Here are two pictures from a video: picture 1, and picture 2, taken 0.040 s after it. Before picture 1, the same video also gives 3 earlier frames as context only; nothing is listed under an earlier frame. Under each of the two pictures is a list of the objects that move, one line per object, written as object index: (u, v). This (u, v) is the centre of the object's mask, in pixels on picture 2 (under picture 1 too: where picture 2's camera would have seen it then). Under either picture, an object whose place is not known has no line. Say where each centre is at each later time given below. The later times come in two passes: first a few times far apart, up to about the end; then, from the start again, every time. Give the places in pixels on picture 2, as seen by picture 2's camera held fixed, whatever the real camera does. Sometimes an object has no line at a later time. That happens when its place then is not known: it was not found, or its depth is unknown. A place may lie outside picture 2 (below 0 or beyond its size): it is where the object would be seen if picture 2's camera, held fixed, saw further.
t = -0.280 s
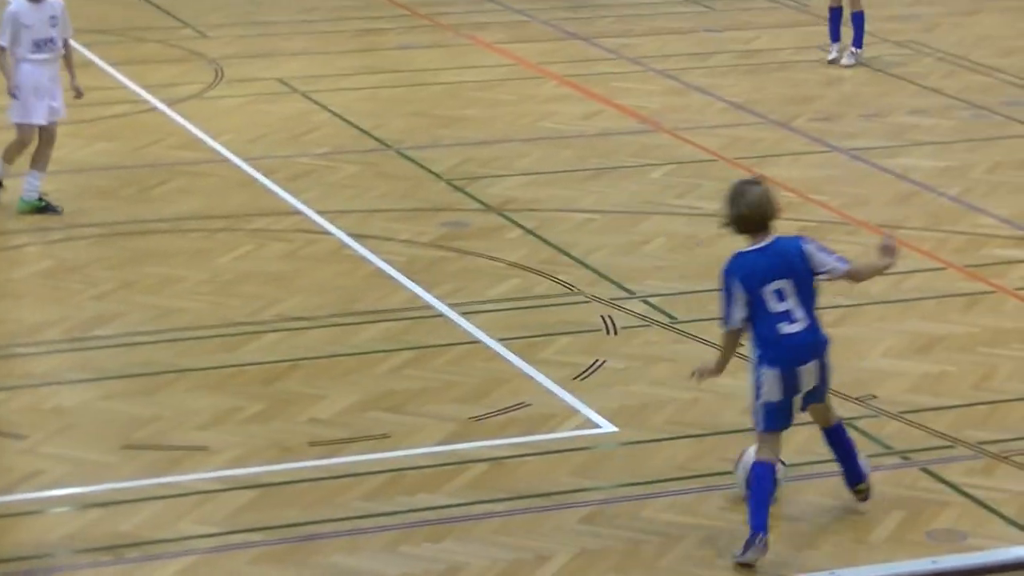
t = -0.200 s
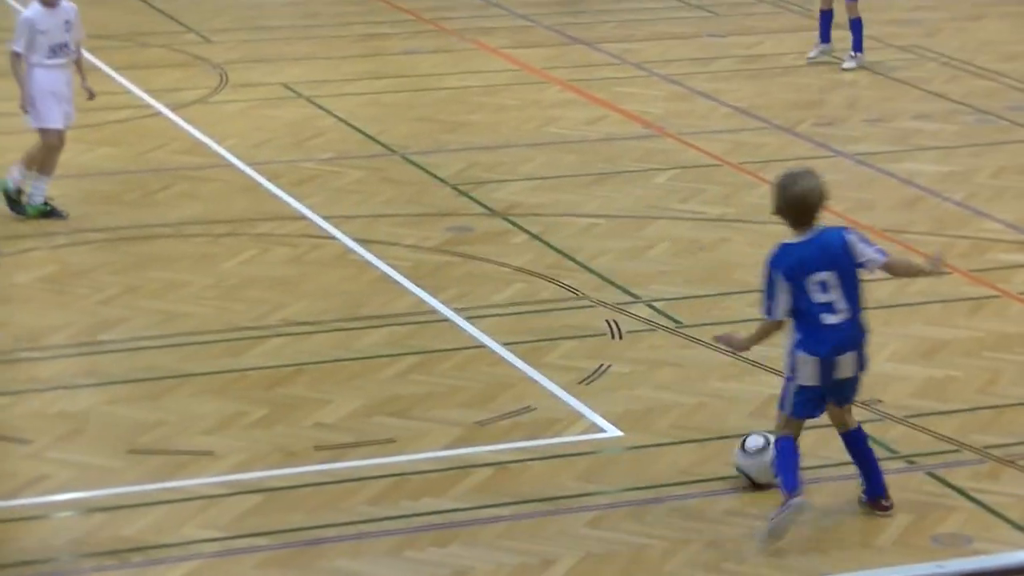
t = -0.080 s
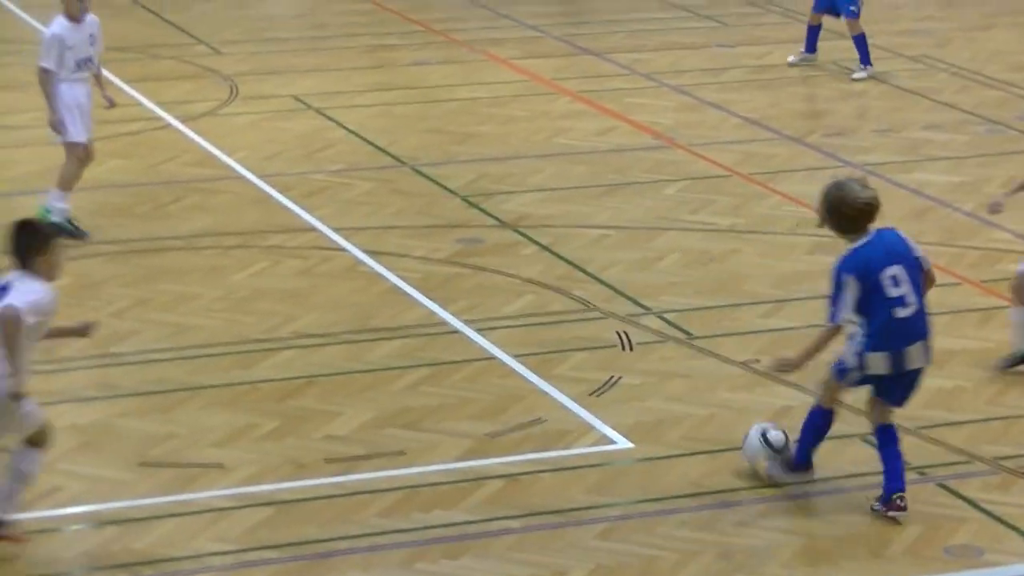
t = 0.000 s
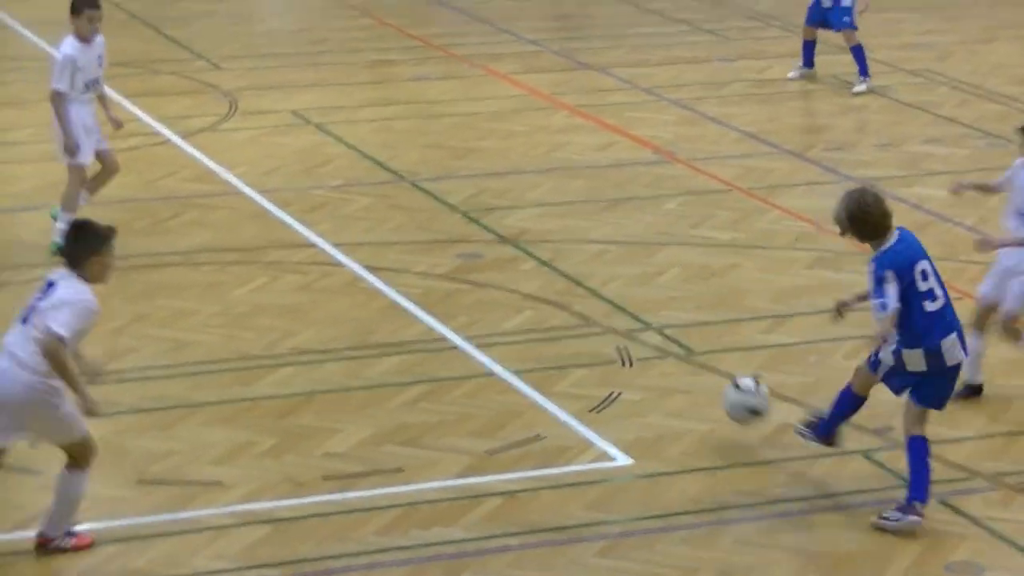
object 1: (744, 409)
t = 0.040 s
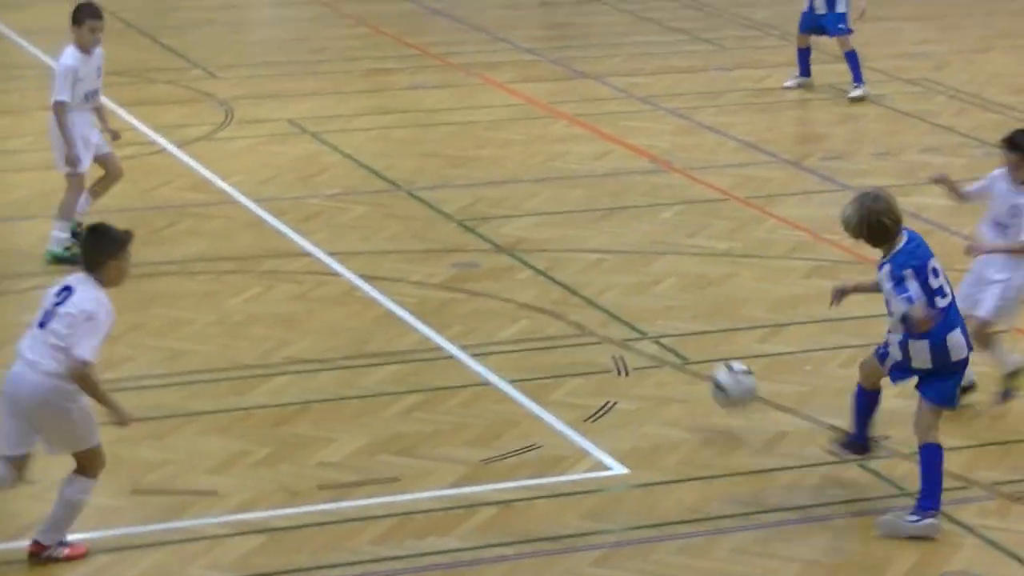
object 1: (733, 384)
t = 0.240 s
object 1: (688, 326)
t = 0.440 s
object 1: (670, 250)
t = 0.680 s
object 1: (658, 208)
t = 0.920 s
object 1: (659, 165)
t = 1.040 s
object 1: (662, 158)
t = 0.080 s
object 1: (724, 364)
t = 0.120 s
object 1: (714, 351)
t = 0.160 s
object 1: (706, 338)
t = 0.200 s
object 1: (696, 331)
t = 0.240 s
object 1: (688, 326)
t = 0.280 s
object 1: (685, 307)
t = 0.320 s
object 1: (681, 288)
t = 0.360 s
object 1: (677, 272)
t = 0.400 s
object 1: (673, 259)
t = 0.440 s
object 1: (670, 250)
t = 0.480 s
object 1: (666, 245)
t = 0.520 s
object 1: (663, 243)
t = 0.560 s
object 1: (659, 239)
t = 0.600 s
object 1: (658, 225)
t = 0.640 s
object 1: (659, 215)
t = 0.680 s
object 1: (658, 208)
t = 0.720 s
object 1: (656, 204)
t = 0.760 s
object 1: (657, 203)
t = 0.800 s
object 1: (657, 190)
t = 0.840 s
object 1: (657, 178)
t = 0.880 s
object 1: (658, 169)
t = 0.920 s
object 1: (659, 165)
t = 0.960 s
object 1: (660, 162)
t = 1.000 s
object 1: (661, 161)
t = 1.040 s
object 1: (662, 158)
